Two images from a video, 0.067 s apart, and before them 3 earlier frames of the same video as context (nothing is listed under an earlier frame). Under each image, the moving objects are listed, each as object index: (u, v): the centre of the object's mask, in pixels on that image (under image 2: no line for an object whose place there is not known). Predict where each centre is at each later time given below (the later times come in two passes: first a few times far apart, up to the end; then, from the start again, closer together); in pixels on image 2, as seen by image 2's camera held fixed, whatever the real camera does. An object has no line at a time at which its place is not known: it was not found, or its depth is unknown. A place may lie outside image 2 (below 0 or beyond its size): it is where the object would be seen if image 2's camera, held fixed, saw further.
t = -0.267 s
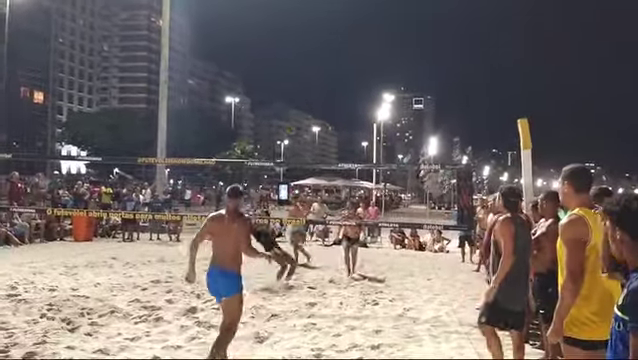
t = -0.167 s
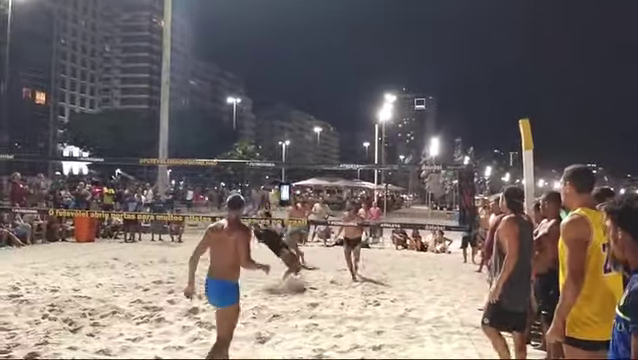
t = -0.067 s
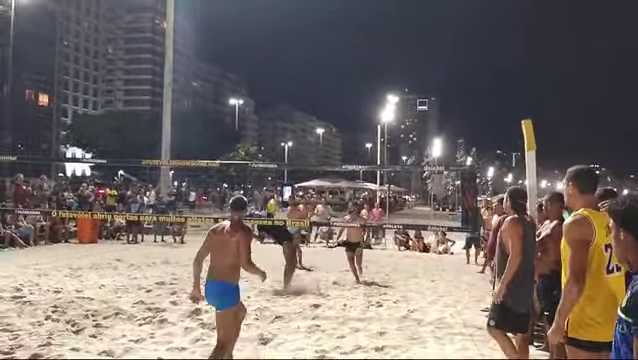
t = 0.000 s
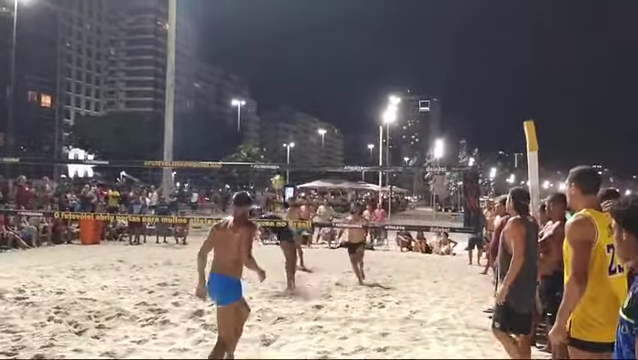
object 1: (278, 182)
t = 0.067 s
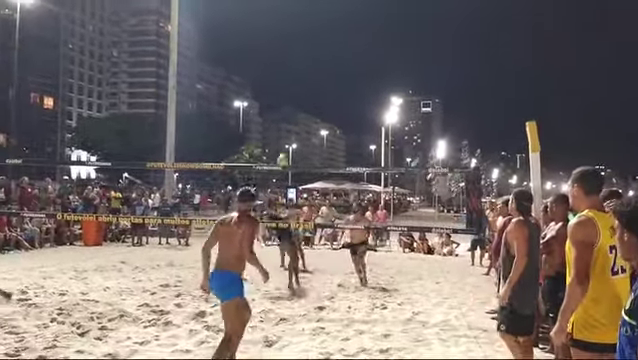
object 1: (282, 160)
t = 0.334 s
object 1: (292, 93)
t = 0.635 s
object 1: (301, 62)
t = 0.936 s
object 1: (309, 79)
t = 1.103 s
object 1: (314, 108)
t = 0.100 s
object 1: (283, 150)
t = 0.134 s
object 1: (284, 140)
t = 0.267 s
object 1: (289, 106)
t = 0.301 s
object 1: (291, 99)
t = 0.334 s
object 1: (292, 93)
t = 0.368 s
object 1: (293, 87)
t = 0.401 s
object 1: (294, 82)
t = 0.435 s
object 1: (295, 77)
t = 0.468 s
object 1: (296, 73)
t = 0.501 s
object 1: (297, 69)
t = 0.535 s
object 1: (298, 67)
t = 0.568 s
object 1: (299, 65)
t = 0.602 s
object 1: (300, 63)
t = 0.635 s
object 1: (301, 62)
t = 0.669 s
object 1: (302, 61)
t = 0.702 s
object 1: (302, 62)
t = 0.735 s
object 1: (303, 62)
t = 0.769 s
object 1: (305, 64)
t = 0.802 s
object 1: (306, 66)
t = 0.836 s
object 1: (306, 68)
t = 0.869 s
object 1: (308, 71)
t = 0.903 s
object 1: (308, 75)
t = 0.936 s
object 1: (309, 79)
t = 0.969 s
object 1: (310, 84)
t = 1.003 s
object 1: (311, 90)
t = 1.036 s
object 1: (312, 96)
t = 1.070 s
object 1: (313, 103)
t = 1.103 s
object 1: (314, 108)
